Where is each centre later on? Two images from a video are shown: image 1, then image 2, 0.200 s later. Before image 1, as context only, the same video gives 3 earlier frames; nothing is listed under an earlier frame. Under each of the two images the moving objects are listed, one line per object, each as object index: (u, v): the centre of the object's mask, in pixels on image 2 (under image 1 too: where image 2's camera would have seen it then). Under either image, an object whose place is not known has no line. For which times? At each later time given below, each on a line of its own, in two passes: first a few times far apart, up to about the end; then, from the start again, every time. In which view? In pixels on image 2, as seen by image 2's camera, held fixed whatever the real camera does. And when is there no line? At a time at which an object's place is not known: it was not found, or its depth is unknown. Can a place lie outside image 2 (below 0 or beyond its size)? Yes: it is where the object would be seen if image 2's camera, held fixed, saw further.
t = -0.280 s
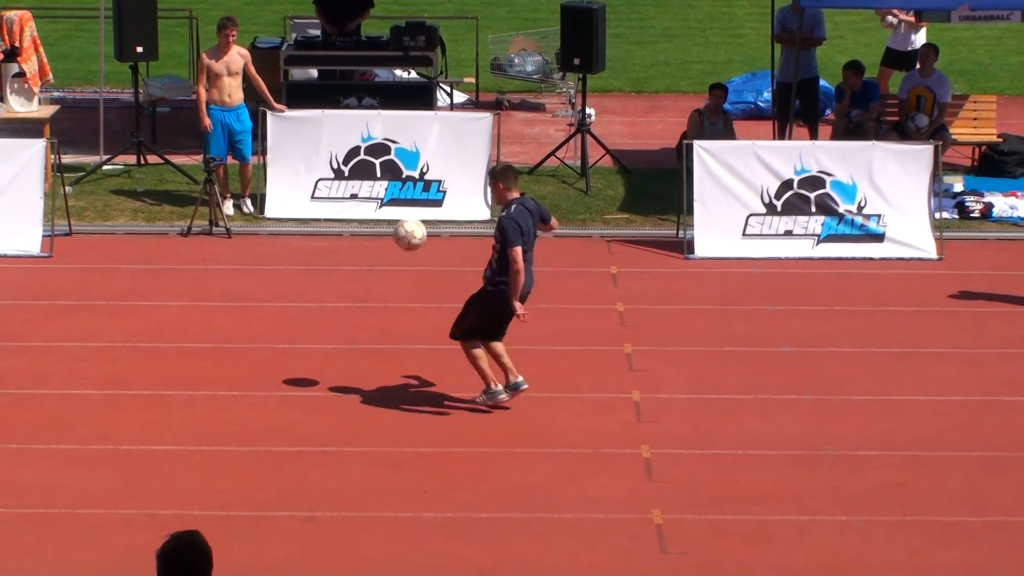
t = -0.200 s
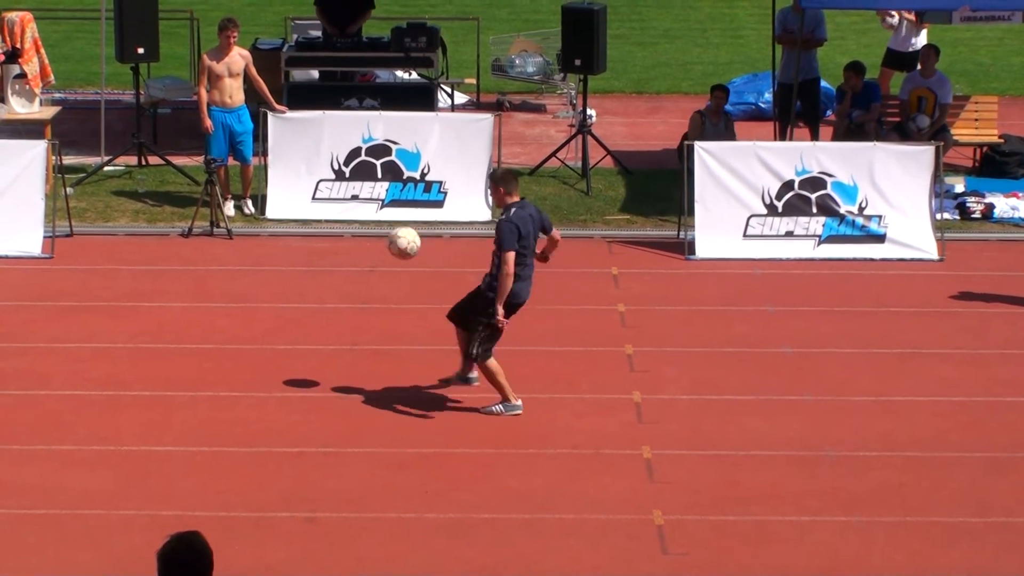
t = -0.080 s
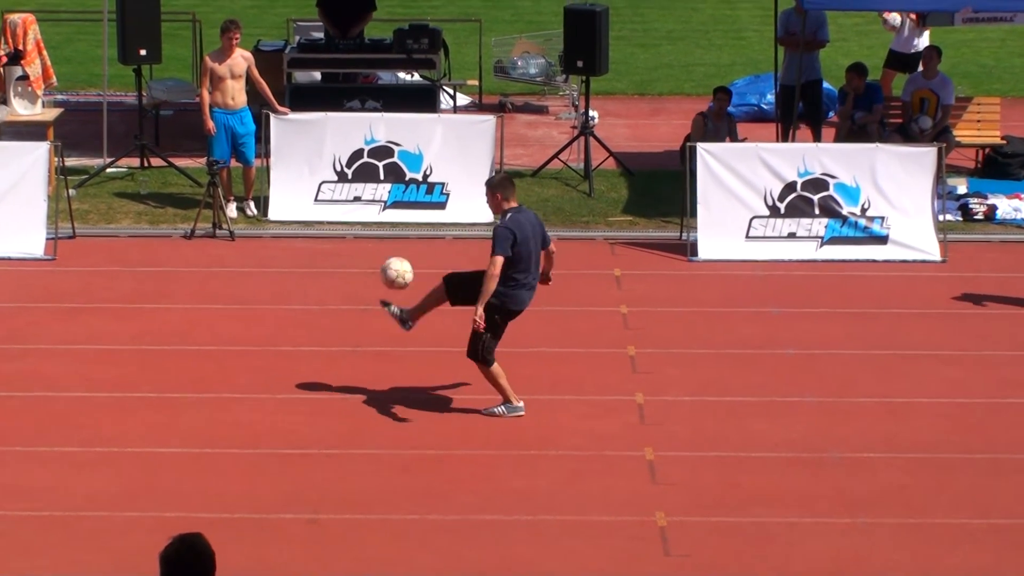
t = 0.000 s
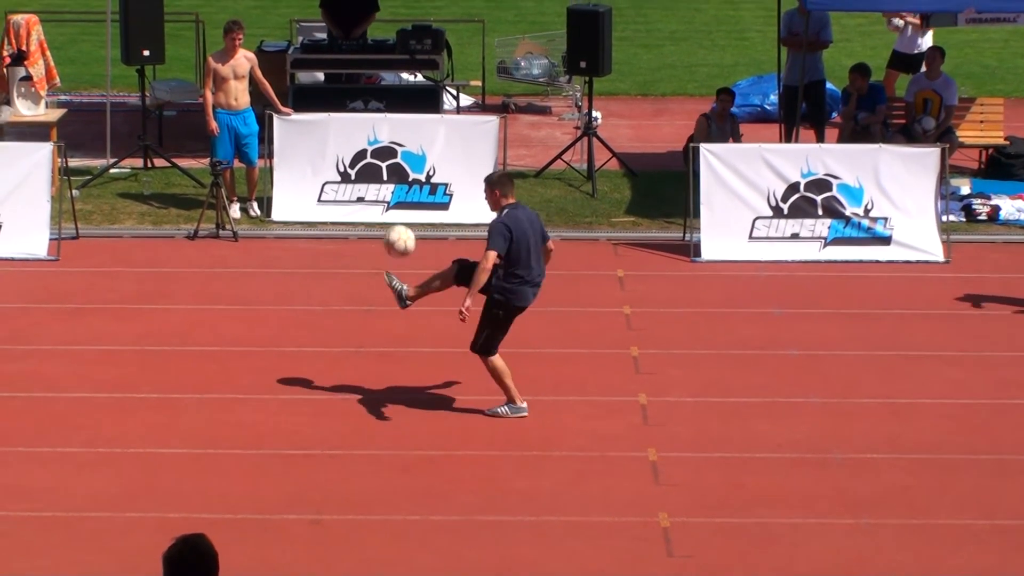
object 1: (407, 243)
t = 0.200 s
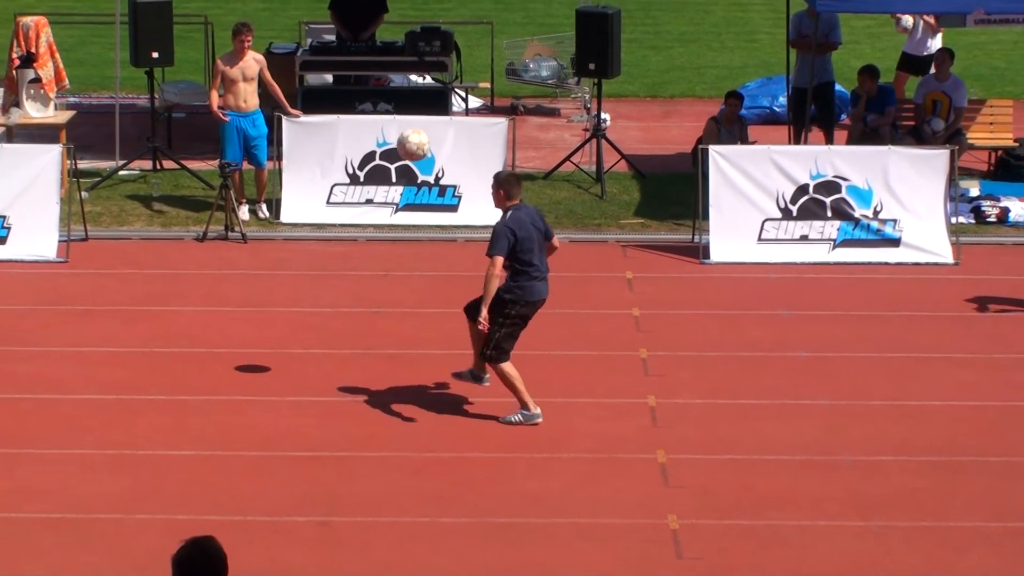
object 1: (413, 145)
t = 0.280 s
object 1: (415, 121)
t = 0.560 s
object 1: (424, 111)
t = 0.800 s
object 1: (431, 191)
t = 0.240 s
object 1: (414, 132)
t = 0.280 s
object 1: (415, 121)
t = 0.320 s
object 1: (417, 112)
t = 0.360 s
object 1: (418, 107)
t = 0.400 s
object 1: (419, 103)
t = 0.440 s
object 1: (420, 101)
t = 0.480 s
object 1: (421, 102)
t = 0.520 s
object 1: (423, 105)
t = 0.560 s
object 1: (424, 111)
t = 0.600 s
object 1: (425, 119)
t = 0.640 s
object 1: (426, 128)
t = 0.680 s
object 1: (427, 141)
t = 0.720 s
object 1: (429, 155)
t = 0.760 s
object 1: (429, 173)
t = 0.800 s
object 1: (431, 191)
